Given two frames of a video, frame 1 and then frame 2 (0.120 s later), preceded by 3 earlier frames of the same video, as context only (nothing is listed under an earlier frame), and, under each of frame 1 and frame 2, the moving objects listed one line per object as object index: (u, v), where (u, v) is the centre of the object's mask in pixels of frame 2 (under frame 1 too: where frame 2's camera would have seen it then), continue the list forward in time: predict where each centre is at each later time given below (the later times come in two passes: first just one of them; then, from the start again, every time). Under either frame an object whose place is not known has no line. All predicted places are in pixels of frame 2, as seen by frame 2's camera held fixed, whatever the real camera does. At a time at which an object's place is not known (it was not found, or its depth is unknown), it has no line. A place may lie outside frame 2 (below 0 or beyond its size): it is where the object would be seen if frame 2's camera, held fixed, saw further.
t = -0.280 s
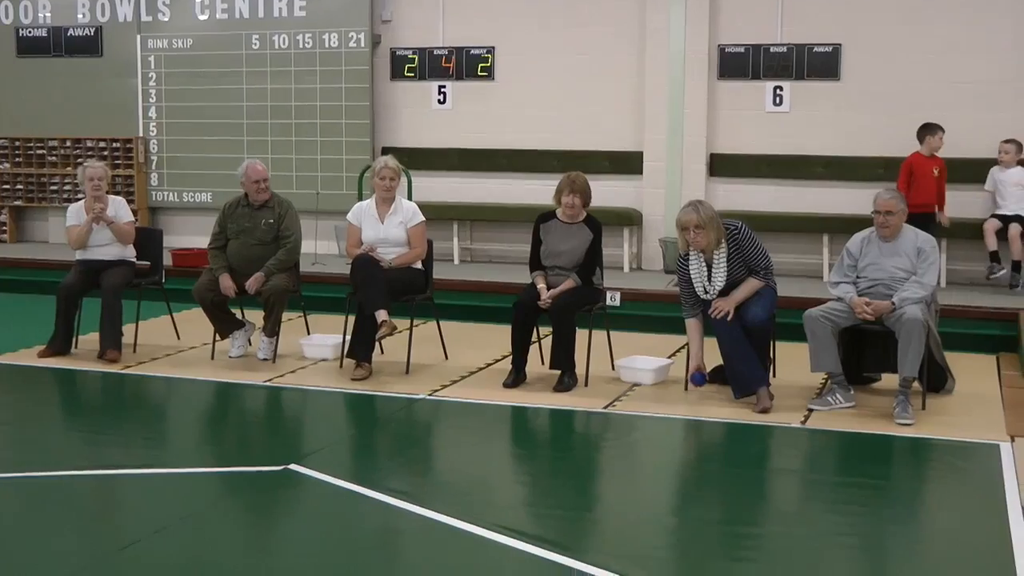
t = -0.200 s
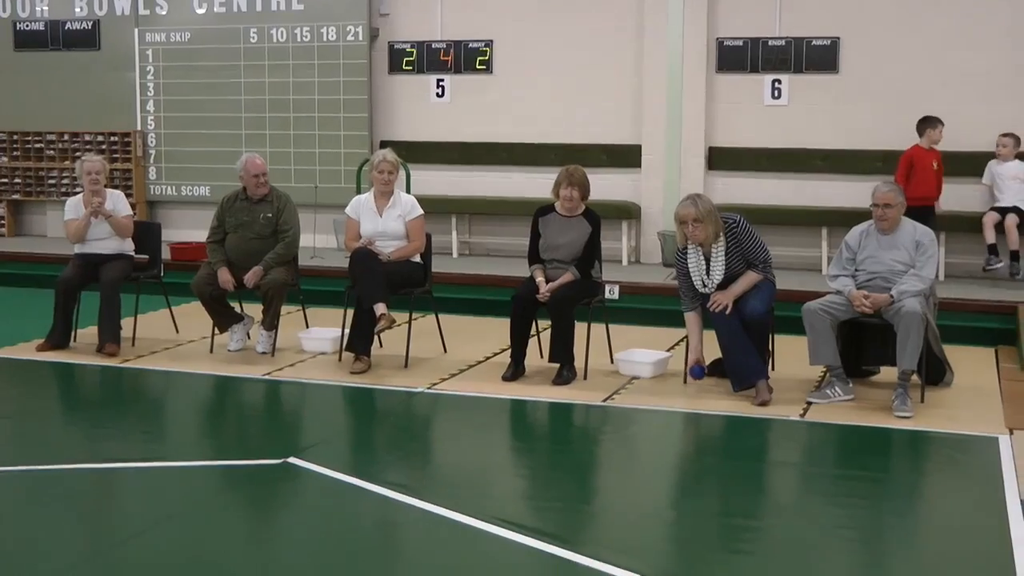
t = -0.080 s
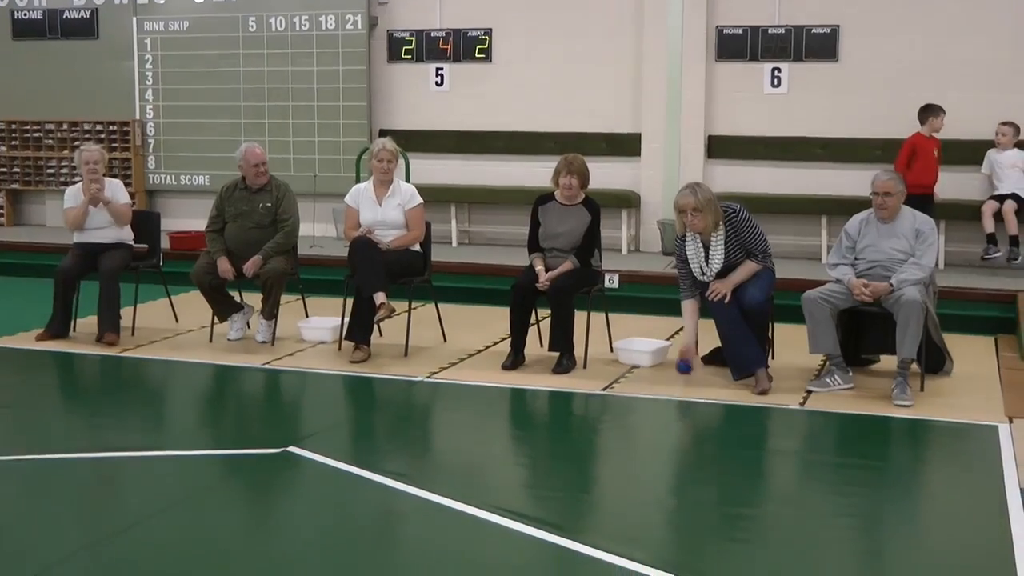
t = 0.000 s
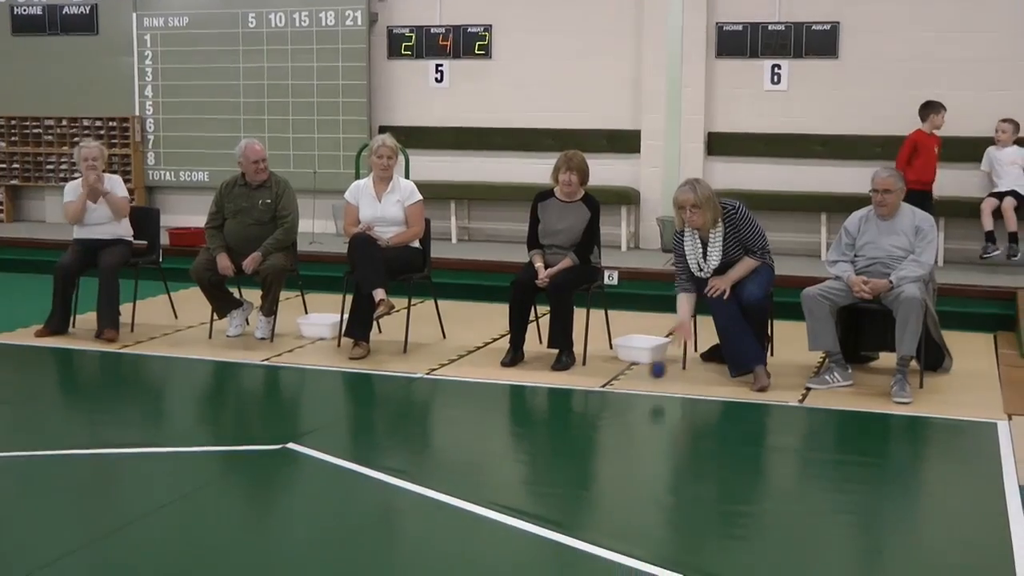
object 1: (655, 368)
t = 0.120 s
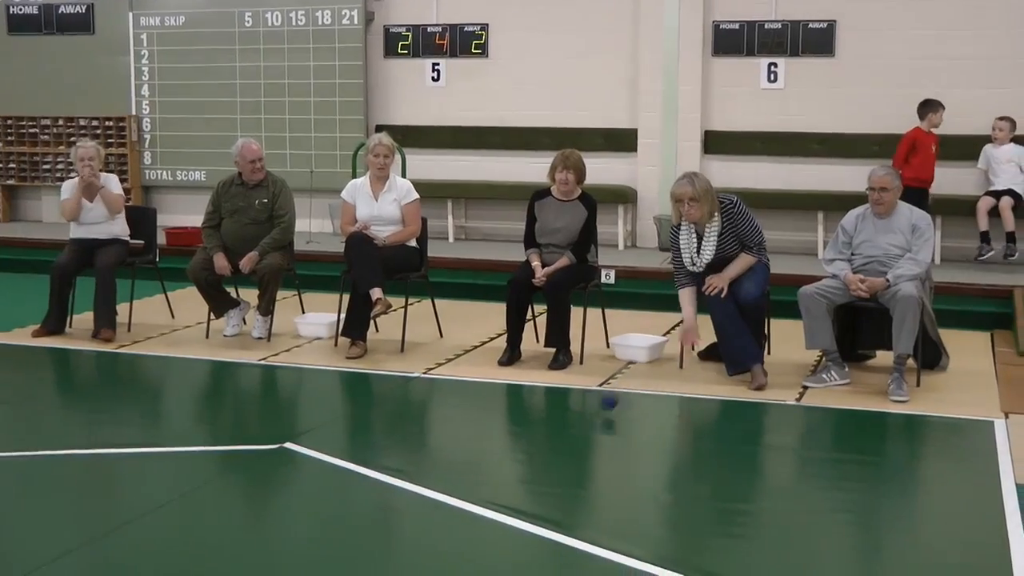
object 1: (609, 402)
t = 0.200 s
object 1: (578, 415)
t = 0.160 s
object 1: (592, 414)
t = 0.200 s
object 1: (578, 415)
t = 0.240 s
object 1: (564, 419)
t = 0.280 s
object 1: (549, 427)
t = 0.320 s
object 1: (531, 439)
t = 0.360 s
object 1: (514, 449)
